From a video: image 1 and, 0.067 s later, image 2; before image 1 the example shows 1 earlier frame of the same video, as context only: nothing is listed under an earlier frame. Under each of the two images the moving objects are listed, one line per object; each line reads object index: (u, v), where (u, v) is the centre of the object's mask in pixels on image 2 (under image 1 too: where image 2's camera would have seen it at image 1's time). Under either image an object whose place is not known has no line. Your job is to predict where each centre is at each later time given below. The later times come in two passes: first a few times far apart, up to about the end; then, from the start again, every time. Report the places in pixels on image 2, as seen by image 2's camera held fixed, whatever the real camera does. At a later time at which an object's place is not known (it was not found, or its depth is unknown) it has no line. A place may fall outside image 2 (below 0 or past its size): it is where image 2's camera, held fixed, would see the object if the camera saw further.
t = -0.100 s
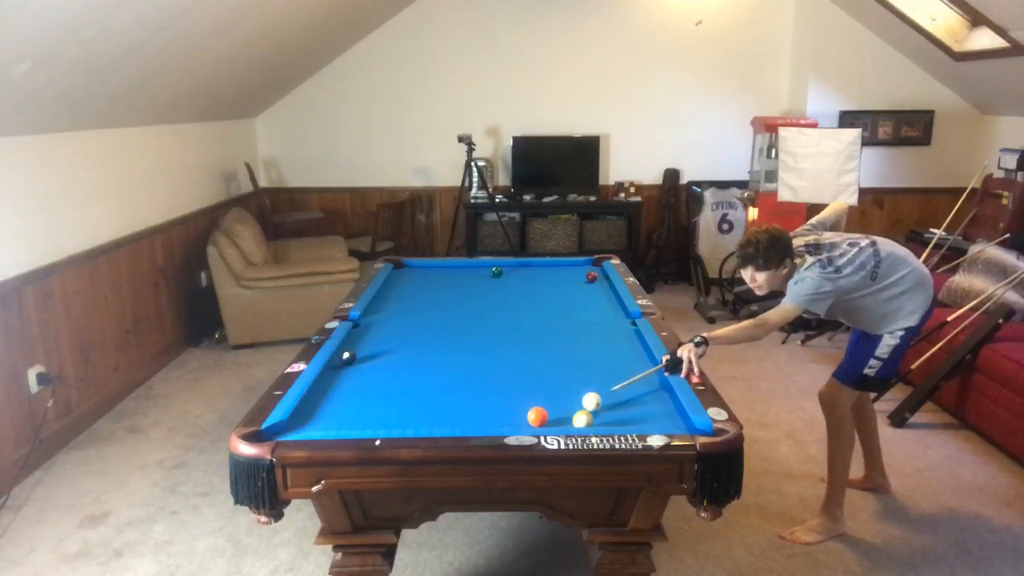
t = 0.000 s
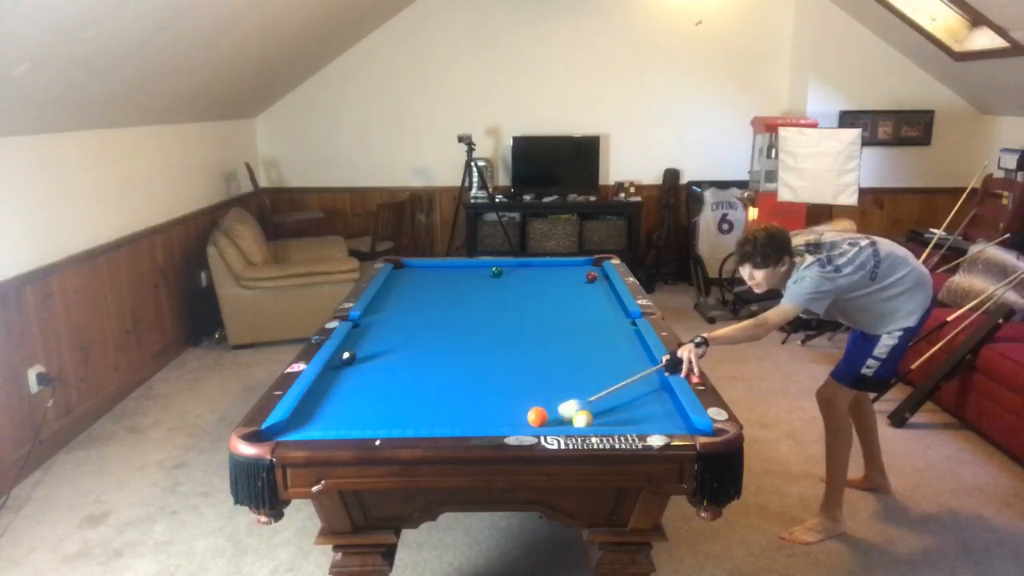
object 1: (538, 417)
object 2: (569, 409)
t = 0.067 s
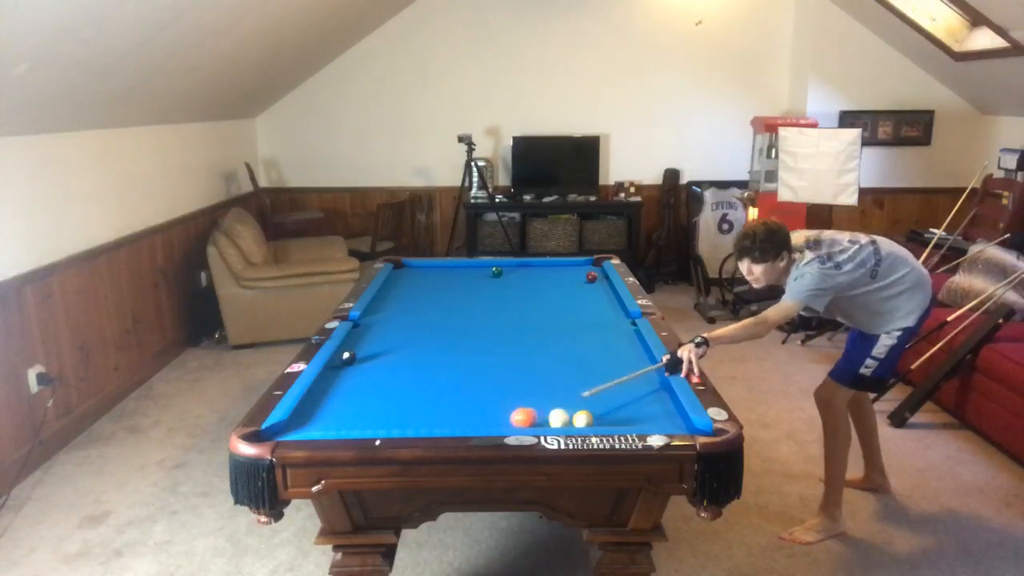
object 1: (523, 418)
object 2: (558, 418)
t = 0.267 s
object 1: (459, 420)
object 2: (561, 416)
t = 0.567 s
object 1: (375, 424)
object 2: (560, 399)
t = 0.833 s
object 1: (305, 426)
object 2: (558, 386)
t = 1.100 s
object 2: (556, 375)
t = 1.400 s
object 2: (554, 364)
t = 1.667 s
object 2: (552, 355)
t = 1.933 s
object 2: (550, 347)
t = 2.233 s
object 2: (549, 340)
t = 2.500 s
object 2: (548, 334)
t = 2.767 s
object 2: (547, 329)
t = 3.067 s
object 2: (546, 324)
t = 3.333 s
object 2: (544, 320)
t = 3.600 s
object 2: (544, 317)
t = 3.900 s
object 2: (543, 314)
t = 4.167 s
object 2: (543, 312)
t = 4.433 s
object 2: (543, 310)
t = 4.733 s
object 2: (543, 309)
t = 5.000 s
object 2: (543, 308)
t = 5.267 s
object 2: (542, 307)
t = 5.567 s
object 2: (542, 307)
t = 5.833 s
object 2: (542, 307)
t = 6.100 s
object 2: (542, 307)
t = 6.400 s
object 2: (541, 307)
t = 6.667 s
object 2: (541, 307)
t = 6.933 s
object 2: (541, 307)
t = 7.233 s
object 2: (541, 307)
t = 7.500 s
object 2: (542, 307)
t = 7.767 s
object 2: (542, 307)
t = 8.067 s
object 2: (543, 307)
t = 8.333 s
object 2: (542, 307)
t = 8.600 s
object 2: (542, 307)
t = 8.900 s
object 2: (541, 307)
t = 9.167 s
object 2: (541, 307)
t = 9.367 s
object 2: (541, 307)
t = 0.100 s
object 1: (511, 418)
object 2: (559, 420)
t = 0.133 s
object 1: (498, 419)
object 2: (559, 421)
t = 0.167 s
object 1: (488, 419)
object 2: (560, 420)
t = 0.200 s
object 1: (478, 420)
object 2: (562, 419)
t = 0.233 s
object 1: (469, 420)
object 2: (562, 418)
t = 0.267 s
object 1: (459, 420)
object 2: (561, 416)
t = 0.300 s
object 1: (450, 421)
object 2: (562, 414)
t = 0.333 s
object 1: (440, 421)
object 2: (561, 412)
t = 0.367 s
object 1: (431, 422)
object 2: (561, 410)
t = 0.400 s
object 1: (422, 422)
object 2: (561, 408)
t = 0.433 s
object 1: (412, 423)
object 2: (561, 406)
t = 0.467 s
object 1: (403, 423)
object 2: (560, 404)
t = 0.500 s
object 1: (394, 423)
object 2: (560, 403)
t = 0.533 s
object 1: (384, 424)
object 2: (560, 401)
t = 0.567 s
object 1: (375, 424)
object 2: (560, 399)
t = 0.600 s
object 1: (365, 424)
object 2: (559, 397)
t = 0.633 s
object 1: (356, 425)
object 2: (559, 396)
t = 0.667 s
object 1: (347, 425)
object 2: (559, 394)
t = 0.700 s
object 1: (339, 426)
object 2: (559, 393)
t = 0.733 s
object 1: (330, 426)
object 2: (559, 391)
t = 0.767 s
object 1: (322, 426)
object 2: (559, 389)
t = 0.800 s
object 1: (313, 426)
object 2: (558, 388)
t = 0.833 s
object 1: (305, 426)
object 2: (558, 386)
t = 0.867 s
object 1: (296, 426)
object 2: (558, 385)
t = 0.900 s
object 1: (288, 427)
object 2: (557, 383)
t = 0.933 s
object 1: (281, 428)
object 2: (557, 382)
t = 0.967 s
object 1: (281, 429)
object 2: (557, 380)
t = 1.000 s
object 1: (281, 431)
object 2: (557, 379)
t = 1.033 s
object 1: (280, 432)
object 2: (557, 377)
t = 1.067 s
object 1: (277, 435)
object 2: (556, 376)
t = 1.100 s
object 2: (556, 375)
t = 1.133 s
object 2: (556, 374)
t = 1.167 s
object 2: (556, 372)
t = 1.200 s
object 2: (556, 371)
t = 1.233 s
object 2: (555, 370)
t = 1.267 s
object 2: (555, 368)
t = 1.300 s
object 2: (555, 367)
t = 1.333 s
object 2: (555, 366)
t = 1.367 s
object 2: (554, 365)
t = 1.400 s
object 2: (554, 364)
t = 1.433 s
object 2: (554, 362)
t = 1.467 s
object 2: (554, 362)
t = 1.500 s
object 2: (553, 360)
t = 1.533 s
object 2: (553, 359)
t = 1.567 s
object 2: (553, 358)
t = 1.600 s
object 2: (553, 357)
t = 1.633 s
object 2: (552, 356)
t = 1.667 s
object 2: (552, 355)
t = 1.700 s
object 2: (552, 354)
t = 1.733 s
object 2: (552, 353)
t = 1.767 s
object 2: (552, 352)
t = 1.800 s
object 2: (551, 351)
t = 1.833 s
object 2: (551, 350)
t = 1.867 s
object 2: (551, 349)
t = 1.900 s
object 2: (551, 348)
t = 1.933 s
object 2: (550, 347)
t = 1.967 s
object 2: (550, 346)
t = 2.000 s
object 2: (550, 346)
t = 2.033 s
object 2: (550, 345)
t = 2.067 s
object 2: (549, 344)
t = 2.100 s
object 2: (549, 343)
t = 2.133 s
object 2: (549, 342)
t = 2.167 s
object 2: (549, 341)
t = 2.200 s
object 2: (550, 341)
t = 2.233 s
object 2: (549, 340)
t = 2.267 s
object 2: (549, 339)
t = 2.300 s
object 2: (549, 339)
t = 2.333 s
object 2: (549, 338)
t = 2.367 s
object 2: (548, 337)
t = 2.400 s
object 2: (548, 336)
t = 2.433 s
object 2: (548, 336)
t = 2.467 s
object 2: (548, 335)
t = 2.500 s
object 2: (548, 334)
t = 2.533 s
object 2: (548, 334)
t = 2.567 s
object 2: (548, 333)
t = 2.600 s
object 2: (548, 332)
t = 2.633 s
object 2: (547, 332)
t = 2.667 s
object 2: (547, 331)
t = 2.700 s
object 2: (547, 330)
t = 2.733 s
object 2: (547, 330)
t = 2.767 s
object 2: (547, 329)
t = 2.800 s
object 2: (547, 328)
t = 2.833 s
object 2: (547, 328)
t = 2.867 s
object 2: (547, 327)
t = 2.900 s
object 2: (547, 327)
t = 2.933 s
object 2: (547, 326)
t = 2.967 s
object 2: (547, 326)
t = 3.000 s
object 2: (546, 325)
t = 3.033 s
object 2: (546, 325)
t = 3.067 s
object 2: (546, 324)
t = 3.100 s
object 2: (546, 324)
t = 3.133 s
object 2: (545, 323)
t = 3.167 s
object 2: (546, 323)
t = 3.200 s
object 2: (545, 322)
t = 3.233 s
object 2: (545, 322)
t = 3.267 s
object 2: (545, 321)
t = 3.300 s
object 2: (545, 321)
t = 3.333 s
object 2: (544, 320)
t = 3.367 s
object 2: (544, 320)
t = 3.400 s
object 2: (544, 320)
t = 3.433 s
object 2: (544, 319)
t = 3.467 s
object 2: (544, 319)
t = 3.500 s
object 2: (544, 318)
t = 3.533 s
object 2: (544, 318)
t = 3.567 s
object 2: (543, 318)
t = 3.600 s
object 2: (544, 317)
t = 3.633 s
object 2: (544, 317)
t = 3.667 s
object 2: (543, 316)
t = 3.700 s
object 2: (543, 316)
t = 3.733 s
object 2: (543, 316)
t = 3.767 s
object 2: (543, 315)
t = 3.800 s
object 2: (543, 315)
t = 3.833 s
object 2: (543, 315)
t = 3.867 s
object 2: (543, 315)
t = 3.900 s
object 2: (543, 314)
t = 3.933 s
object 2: (543, 314)
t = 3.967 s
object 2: (543, 314)
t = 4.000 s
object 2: (543, 313)
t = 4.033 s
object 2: (543, 313)
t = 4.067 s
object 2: (543, 313)
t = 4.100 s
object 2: (543, 312)
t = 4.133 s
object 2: (543, 312)
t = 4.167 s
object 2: (543, 312)
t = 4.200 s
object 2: (543, 312)
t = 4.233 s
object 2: (543, 312)
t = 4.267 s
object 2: (543, 311)
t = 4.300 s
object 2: (543, 311)
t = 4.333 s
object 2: (543, 311)
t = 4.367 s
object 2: (543, 310)
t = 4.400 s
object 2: (543, 310)
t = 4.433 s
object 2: (543, 310)
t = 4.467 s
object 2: (543, 310)
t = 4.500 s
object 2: (543, 310)
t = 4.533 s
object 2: (543, 310)
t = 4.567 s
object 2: (543, 309)
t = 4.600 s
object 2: (543, 309)
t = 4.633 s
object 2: (543, 309)
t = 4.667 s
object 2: (543, 309)
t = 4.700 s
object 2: (543, 309)
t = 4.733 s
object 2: (543, 309)
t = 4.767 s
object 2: (543, 308)
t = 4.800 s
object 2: (543, 308)
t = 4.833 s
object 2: (543, 308)
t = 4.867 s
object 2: (543, 308)
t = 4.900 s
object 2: (543, 308)
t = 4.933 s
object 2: (543, 308)
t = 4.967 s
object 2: (543, 308)
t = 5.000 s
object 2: (543, 308)
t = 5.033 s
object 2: (543, 308)
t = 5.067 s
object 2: (542, 308)
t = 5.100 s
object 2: (542, 307)
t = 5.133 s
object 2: (542, 307)
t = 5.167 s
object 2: (542, 307)
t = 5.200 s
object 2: (542, 307)
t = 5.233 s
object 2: (542, 307)
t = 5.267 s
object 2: (542, 307)
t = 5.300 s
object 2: (542, 307)
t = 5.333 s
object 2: (542, 307)
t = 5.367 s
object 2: (542, 307)
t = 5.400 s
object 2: (542, 307)
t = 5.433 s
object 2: (542, 307)
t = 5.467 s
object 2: (541, 307)
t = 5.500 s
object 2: (541, 307)
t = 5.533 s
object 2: (542, 307)
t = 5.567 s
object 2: (542, 307)
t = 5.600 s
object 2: (542, 307)
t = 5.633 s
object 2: (541, 307)
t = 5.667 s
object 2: (542, 307)
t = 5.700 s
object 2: (542, 307)
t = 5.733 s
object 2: (543, 307)
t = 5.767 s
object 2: (542, 307)
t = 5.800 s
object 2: (542, 307)
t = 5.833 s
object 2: (542, 307)
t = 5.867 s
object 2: (542, 307)
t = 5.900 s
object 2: (542, 307)
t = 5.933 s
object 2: (542, 307)
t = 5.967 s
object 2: (542, 307)
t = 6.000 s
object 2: (542, 307)
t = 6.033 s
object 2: (542, 307)
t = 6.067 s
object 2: (542, 307)
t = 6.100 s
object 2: (542, 307)
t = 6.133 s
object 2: (542, 307)
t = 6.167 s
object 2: (542, 307)
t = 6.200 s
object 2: (542, 307)
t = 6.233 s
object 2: (541, 307)
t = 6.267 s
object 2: (541, 307)
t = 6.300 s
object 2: (541, 307)
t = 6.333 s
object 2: (541, 307)
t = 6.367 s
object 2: (541, 307)
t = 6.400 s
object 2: (541, 307)
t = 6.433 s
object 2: (541, 307)
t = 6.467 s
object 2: (541, 307)
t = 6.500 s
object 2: (541, 307)
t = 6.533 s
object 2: (541, 307)
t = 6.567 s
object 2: (541, 307)
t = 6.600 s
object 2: (541, 307)
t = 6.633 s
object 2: (541, 307)
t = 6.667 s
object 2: (541, 307)
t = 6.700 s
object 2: (541, 307)
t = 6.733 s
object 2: (541, 307)
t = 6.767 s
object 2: (541, 307)
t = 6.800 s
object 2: (541, 307)
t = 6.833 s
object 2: (541, 307)
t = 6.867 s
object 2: (541, 307)
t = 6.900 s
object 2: (541, 307)
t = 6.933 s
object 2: (541, 307)
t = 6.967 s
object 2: (541, 307)
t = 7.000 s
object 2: (541, 307)
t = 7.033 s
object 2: (541, 307)
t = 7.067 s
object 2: (541, 307)
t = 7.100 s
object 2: (541, 307)
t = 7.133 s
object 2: (541, 307)
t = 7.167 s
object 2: (541, 307)
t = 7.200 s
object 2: (541, 307)
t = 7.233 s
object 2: (541, 307)
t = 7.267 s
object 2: (541, 307)
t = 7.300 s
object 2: (541, 307)
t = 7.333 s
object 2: (542, 307)
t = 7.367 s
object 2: (541, 307)
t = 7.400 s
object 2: (542, 307)
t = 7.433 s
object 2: (542, 307)
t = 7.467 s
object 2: (542, 307)
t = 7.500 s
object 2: (542, 307)
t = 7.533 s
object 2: (542, 307)
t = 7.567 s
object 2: (542, 307)
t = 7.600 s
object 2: (542, 307)
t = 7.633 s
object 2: (542, 307)
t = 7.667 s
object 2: (542, 307)
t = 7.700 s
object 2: (542, 307)
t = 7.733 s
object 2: (542, 307)
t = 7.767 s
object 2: (542, 307)
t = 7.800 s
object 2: (542, 307)
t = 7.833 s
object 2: (542, 307)
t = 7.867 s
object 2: (542, 307)
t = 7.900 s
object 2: (543, 307)
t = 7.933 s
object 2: (543, 307)
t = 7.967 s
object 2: (543, 307)
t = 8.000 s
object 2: (543, 307)
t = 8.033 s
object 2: (543, 307)
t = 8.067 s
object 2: (543, 307)
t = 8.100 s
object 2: (543, 307)
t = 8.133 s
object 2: (543, 307)
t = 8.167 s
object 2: (543, 307)
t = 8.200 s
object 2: (543, 307)
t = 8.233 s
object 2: (543, 307)
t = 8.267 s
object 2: (543, 307)
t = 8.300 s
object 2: (543, 307)
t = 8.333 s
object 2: (542, 307)
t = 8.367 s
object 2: (542, 307)
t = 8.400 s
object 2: (542, 307)
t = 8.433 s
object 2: (542, 307)
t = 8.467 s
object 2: (542, 307)
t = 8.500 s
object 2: (542, 307)
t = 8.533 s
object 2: (542, 307)
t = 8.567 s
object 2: (542, 307)
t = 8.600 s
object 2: (542, 307)
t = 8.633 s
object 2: (542, 307)
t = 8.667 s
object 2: (542, 307)
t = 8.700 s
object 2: (542, 307)
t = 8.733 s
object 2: (542, 307)
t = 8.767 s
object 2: (542, 307)
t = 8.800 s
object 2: (542, 307)
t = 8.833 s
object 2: (542, 307)
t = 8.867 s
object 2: (541, 307)
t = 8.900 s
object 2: (541, 307)
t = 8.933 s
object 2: (541, 307)
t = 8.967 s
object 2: (541, 307)
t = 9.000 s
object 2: (541, 307)
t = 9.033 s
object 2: (541, 307)
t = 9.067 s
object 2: (541, 307)
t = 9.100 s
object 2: (541, 307)
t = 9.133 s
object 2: (541, 307)
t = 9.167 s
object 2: (541, 307)
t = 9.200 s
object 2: (541, 307)
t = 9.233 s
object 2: (541, 307)
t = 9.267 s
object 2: (541, 307)
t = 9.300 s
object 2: (541, 307)
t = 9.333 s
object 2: (541, 307)
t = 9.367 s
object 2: (541, 307)
